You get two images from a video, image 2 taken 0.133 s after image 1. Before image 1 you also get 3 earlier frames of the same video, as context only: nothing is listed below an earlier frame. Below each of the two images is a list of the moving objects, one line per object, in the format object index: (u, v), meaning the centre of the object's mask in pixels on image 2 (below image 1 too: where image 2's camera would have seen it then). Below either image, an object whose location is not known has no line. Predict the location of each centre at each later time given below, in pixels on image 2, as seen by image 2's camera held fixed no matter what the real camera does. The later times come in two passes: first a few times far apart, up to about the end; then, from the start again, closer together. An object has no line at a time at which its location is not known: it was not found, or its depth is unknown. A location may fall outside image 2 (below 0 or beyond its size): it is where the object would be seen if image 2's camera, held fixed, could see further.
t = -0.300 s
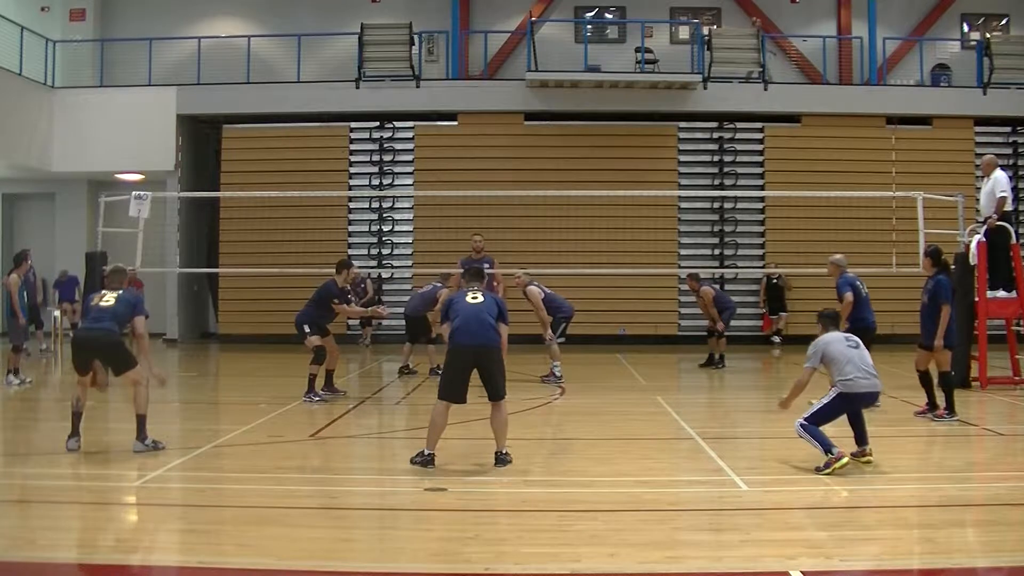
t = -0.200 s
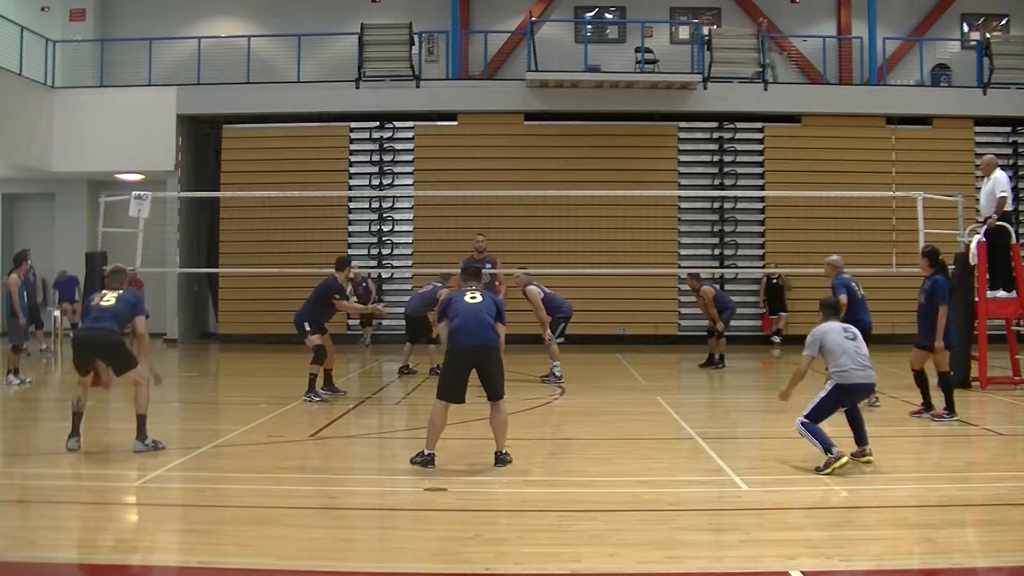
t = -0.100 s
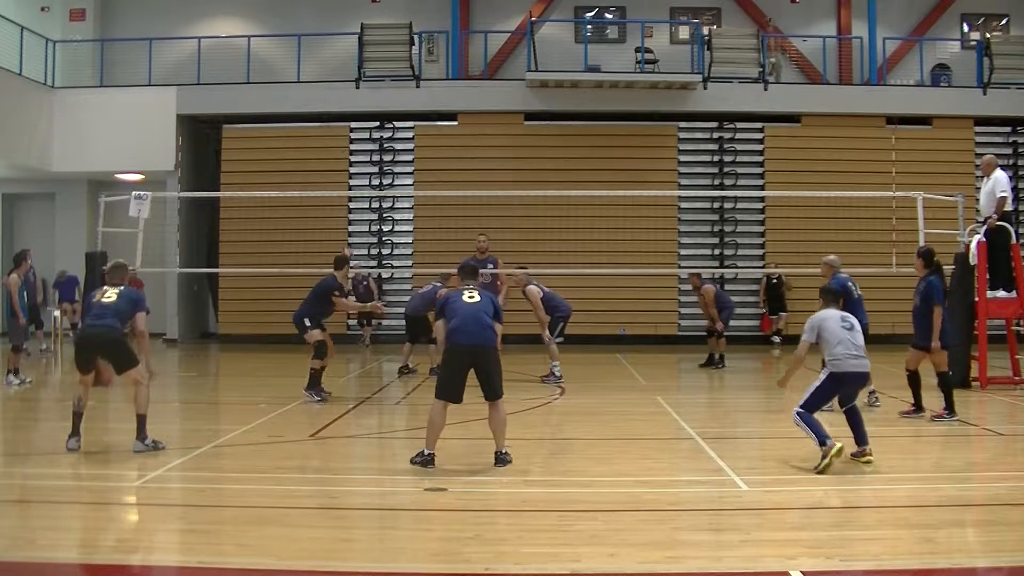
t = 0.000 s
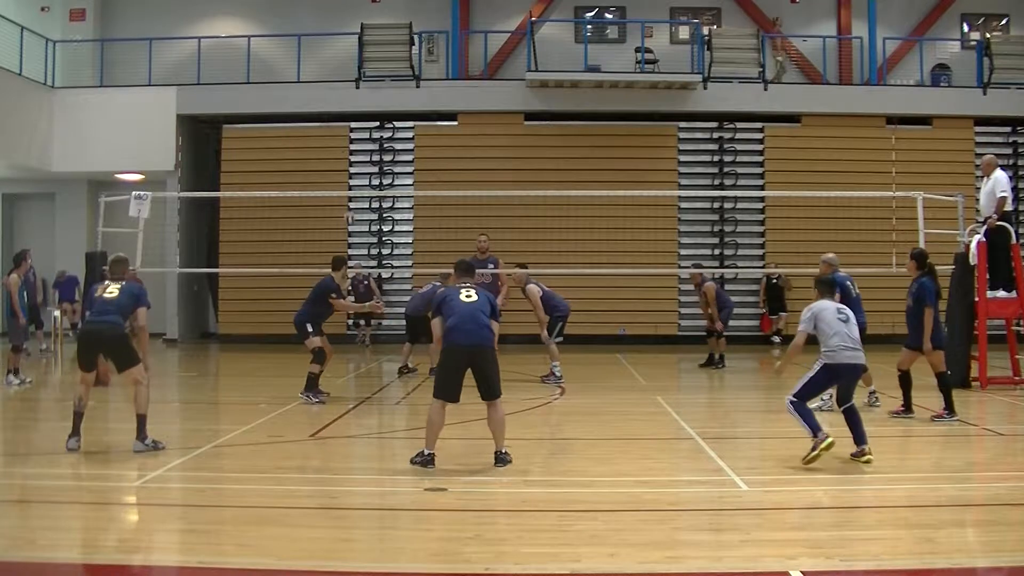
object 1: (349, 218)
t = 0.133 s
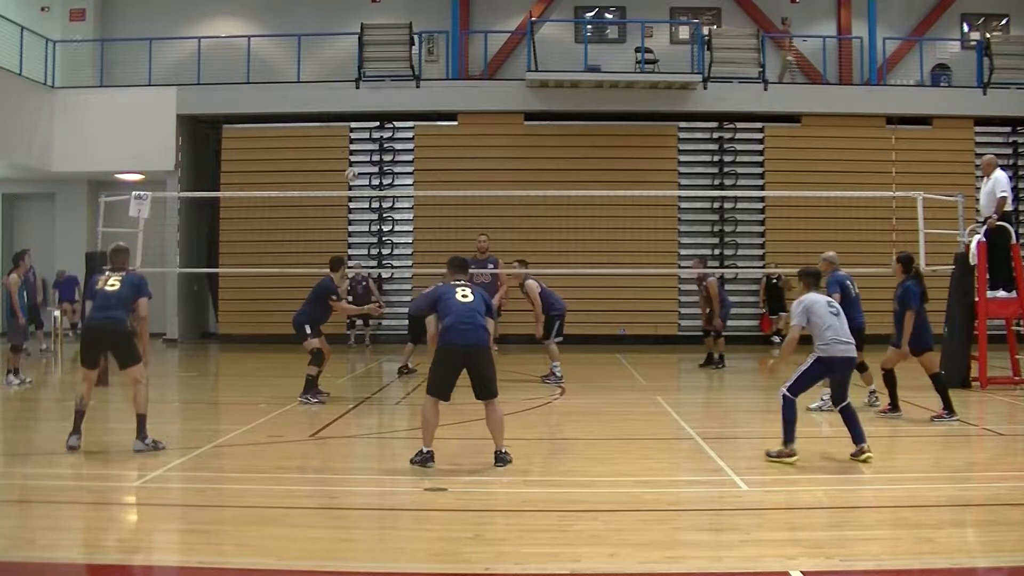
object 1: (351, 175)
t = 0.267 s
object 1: (353, 137)
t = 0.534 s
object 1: (352, 90)
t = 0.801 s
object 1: (351, 91)
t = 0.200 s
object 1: (352, 155)
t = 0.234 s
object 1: (352, 146)
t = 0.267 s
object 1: (353, 137)
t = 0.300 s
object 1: (352, 129)
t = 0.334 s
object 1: (352, 122)
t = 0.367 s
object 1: (351, 116)
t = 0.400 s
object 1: (352, 110)
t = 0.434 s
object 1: (352, 104)
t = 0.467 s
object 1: (352, 98)
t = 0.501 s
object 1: (352, 95)
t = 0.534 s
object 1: (352, 90)
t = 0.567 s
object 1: (352, 87)
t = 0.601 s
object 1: (352, 85)
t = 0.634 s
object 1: (352, 83)
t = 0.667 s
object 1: (351, 83)
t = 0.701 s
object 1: (351, 83)
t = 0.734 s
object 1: (351, 84)
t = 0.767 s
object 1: (351, 88)
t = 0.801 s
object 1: (351, 91)
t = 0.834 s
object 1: (351, 96)
